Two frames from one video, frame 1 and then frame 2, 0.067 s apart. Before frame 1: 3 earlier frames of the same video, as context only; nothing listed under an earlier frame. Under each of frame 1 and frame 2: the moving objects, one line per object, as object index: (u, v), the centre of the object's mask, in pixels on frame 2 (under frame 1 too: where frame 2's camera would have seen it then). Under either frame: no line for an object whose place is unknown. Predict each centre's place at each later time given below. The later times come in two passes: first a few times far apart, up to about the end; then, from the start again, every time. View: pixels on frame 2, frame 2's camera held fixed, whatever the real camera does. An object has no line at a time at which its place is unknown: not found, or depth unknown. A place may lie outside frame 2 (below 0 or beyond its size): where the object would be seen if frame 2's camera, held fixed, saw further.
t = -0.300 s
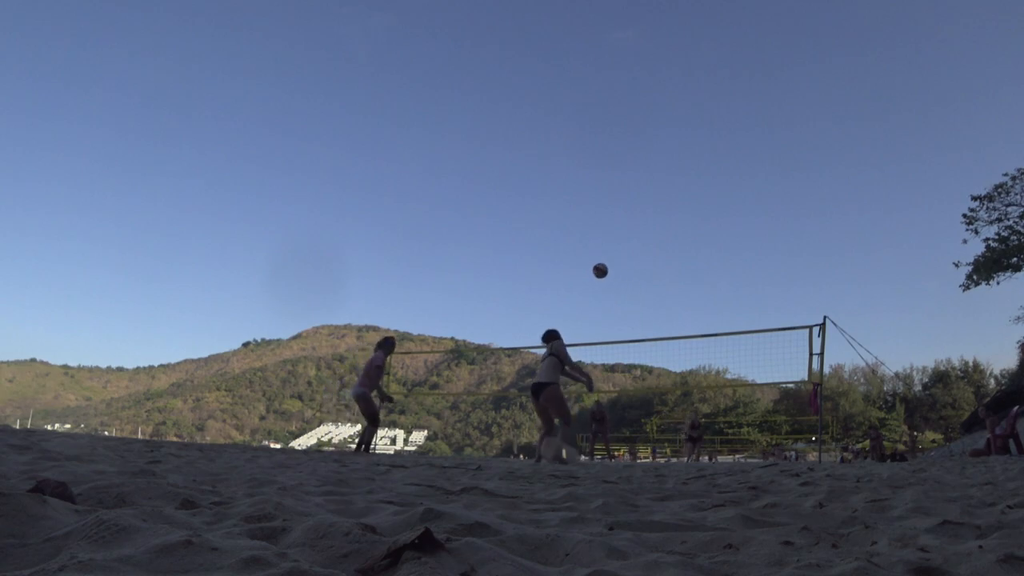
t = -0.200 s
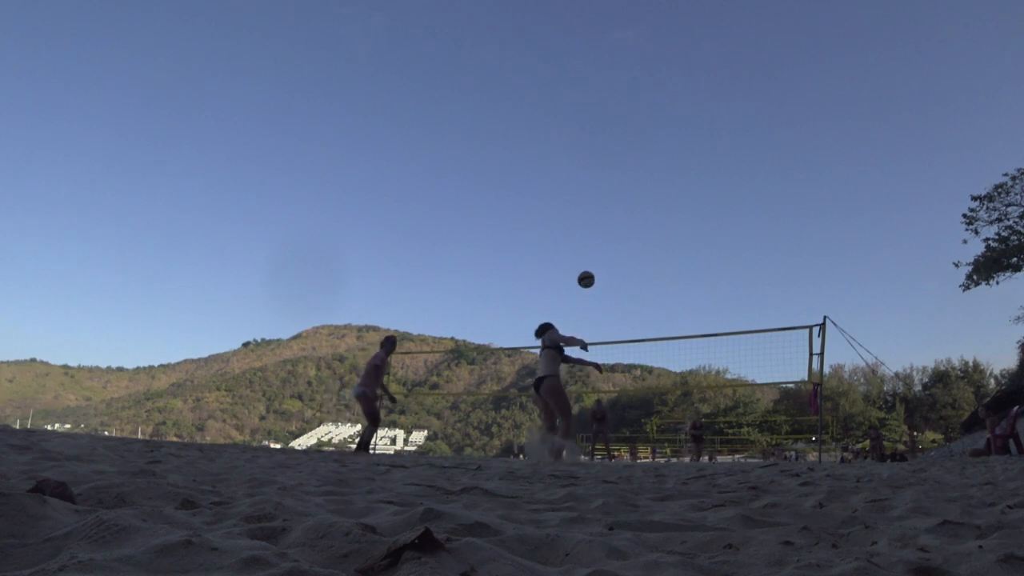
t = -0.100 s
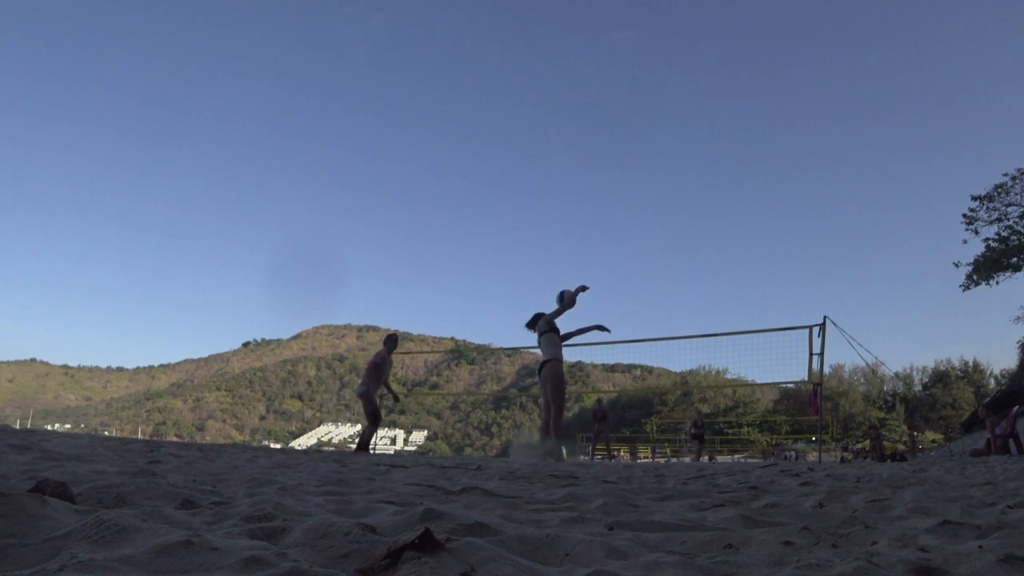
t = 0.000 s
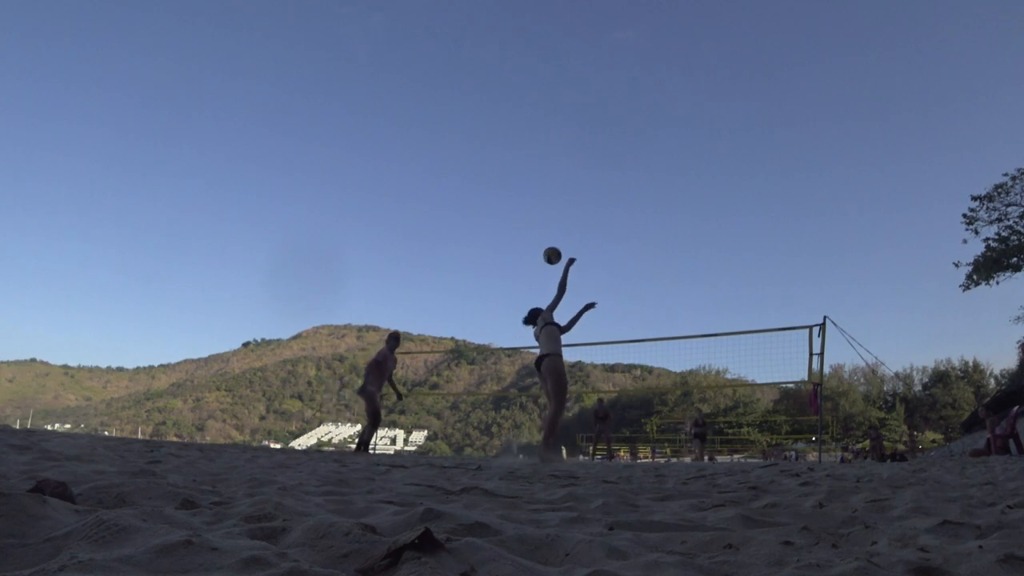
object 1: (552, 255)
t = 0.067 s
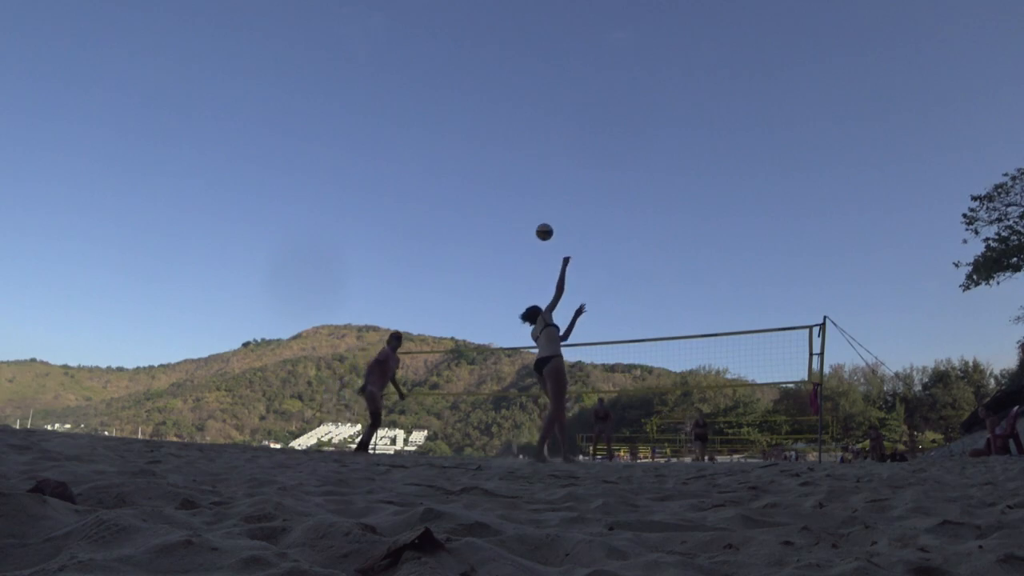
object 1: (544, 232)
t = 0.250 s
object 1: (525, 195)
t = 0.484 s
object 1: (507, 187)
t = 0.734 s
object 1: (490, 212)
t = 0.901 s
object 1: (480, 243)
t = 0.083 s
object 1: (542, 227)
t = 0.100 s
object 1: (540, 222)
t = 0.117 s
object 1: (538, 218)
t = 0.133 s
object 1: (537, 214)
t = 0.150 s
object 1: (535, 211)
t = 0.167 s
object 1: (533, 207)
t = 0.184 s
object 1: (532, 204)
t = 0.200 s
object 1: (530, 202)
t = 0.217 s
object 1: (528, 199)
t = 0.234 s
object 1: (527, 197)
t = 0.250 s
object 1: (525, 195)
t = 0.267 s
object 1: (524, 193)
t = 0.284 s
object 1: (522, 192)
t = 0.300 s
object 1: (521, 190)
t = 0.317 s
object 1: (519, 189)
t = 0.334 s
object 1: (518, 188)
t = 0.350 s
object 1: (517, 187)
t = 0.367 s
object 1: (516, 187)
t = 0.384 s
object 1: (514, 186)
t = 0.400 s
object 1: (513, 186)
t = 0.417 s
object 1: (512, 186)
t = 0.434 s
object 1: (511, 186)
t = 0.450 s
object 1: (510, 186)
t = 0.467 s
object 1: (508, 187)
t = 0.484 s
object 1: (507, 187)
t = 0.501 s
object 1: (506, 188)
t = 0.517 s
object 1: (505, 189)
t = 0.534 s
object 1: (504, 190)
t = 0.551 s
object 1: (502, 191)
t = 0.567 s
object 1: (501, 193)
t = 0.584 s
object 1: (500, 194)
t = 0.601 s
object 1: (499, 195)
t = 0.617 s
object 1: (498, 197)
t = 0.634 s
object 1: (497, 199)
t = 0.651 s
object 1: (496, 201)
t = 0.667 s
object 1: (495, 203)
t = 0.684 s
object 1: (494, 205)
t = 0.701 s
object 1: (492, 207)
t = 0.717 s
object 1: (492, 210)
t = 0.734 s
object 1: (490, 212)
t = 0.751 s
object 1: (489, 215)
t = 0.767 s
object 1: (488, 217)
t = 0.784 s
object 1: (487, 220)
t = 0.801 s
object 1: (486, 223)
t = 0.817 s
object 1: (485, 226)
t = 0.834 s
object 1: (484, 229)
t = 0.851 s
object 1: (483, 232)
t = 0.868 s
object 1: (482, 236)
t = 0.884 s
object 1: (481, 239)
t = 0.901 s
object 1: (480, 243)
